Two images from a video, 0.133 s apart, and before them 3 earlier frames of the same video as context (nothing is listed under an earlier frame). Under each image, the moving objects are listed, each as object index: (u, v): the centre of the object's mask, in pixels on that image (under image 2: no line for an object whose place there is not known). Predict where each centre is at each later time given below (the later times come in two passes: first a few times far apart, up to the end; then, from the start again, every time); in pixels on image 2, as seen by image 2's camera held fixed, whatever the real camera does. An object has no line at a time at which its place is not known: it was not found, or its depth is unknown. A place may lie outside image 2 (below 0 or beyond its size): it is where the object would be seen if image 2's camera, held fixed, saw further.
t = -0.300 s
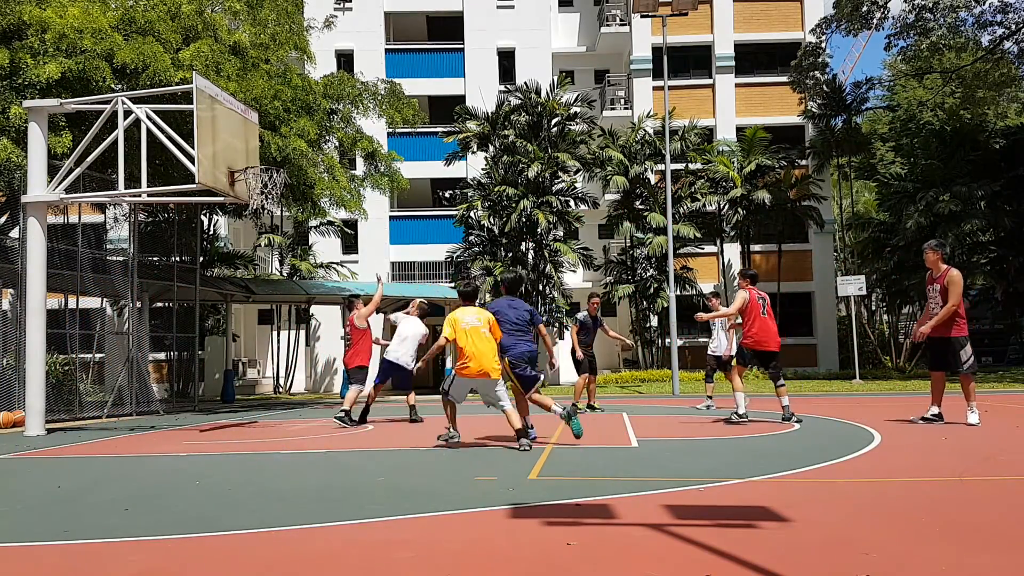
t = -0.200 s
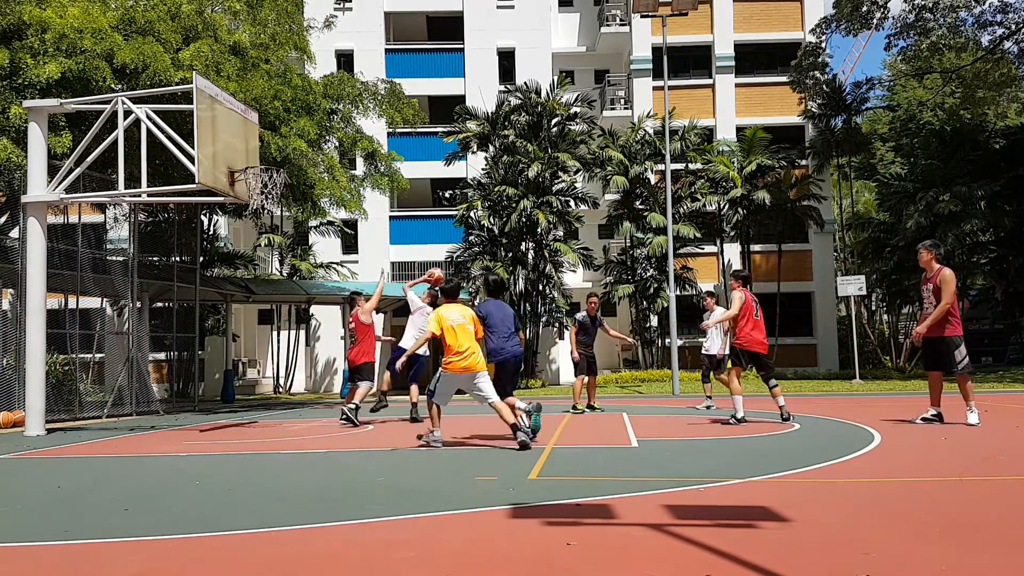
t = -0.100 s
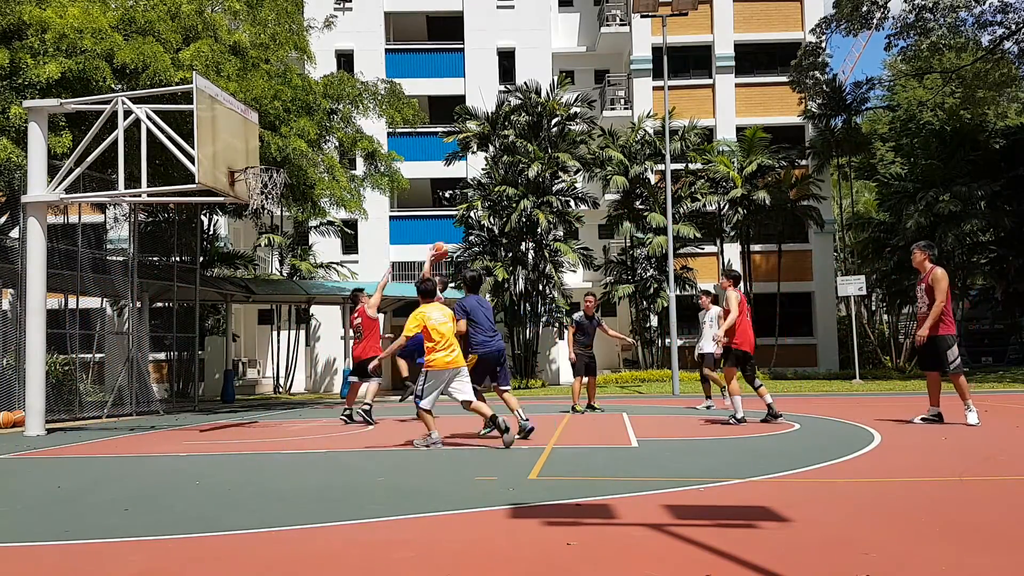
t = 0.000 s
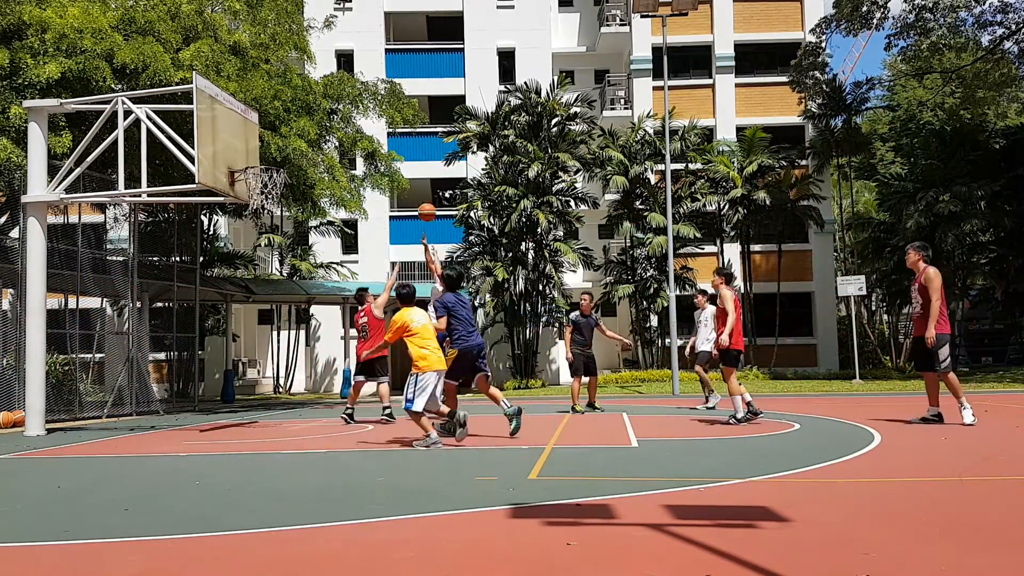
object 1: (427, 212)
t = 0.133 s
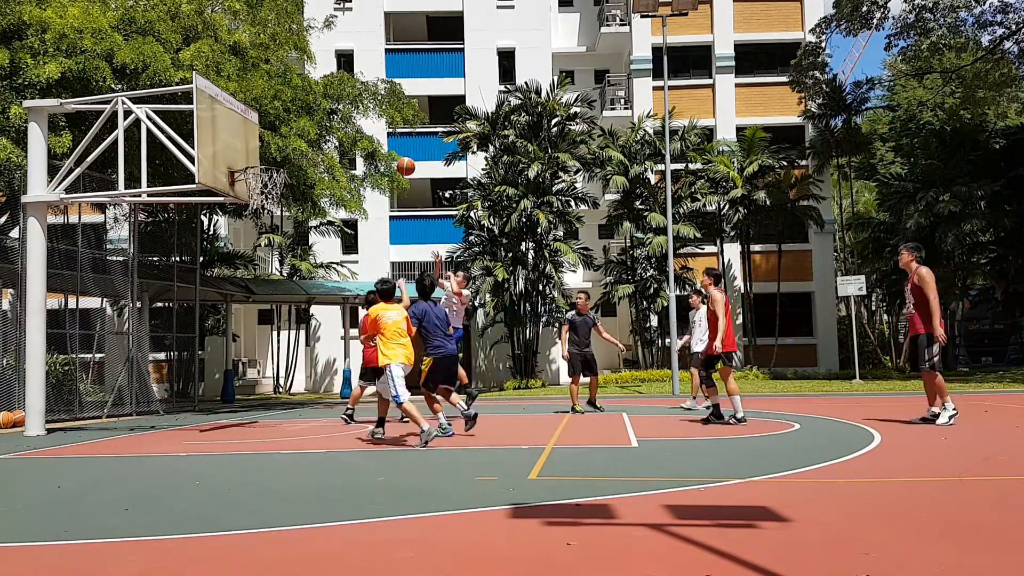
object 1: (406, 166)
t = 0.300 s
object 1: (379, 126)
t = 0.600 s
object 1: (329, 103)
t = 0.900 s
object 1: (277, 152)
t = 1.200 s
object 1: (274, 188)
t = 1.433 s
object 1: (278, 224)
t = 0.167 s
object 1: (401, 156)
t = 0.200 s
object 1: (396, 148)
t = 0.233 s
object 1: (390, 140)
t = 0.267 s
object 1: (385, 132)
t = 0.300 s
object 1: (379, 126)
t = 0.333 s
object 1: (374, 120)
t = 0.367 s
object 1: (368, 115)
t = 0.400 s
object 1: (362, 111)
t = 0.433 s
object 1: (357, 107)
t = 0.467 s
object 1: (352, 105)
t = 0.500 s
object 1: (346, 103)
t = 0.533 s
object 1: (341, 102)
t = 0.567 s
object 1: (335, 102)
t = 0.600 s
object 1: (329, 103)
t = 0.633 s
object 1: (324, 104)
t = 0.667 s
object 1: (318, 107)
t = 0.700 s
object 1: (313, 111)
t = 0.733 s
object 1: (307, 115)
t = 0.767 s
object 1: (300, 121)
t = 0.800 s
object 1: (295, 127)
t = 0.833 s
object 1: (288, 134)
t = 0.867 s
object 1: (283, 143)
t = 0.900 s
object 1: (277, 152)
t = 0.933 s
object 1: (271, 160)
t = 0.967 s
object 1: (265, 162)
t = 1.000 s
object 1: (258, 163)
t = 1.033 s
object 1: (256, 172)
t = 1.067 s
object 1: (261, 175)
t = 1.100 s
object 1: (266, 179)
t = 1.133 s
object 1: (271, 182)
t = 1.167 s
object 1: (272, 185)
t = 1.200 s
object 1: (274, 188)
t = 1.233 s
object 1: (275, 193)
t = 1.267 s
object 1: (276, 195)
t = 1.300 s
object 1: (276, 200)
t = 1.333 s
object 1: (276, 206)
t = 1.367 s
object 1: (277, 211)
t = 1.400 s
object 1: (277, 217)
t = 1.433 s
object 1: (278, 224)
